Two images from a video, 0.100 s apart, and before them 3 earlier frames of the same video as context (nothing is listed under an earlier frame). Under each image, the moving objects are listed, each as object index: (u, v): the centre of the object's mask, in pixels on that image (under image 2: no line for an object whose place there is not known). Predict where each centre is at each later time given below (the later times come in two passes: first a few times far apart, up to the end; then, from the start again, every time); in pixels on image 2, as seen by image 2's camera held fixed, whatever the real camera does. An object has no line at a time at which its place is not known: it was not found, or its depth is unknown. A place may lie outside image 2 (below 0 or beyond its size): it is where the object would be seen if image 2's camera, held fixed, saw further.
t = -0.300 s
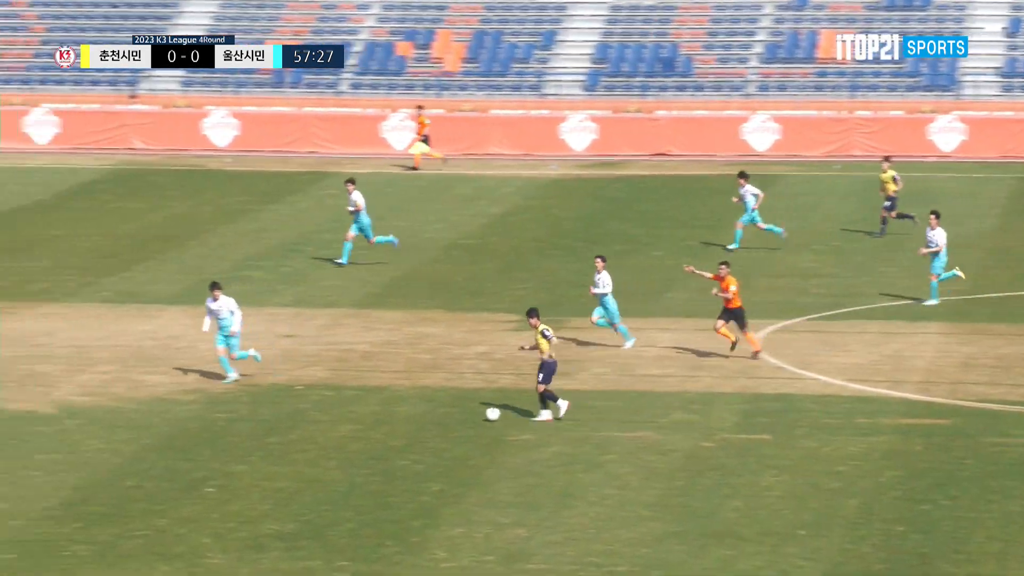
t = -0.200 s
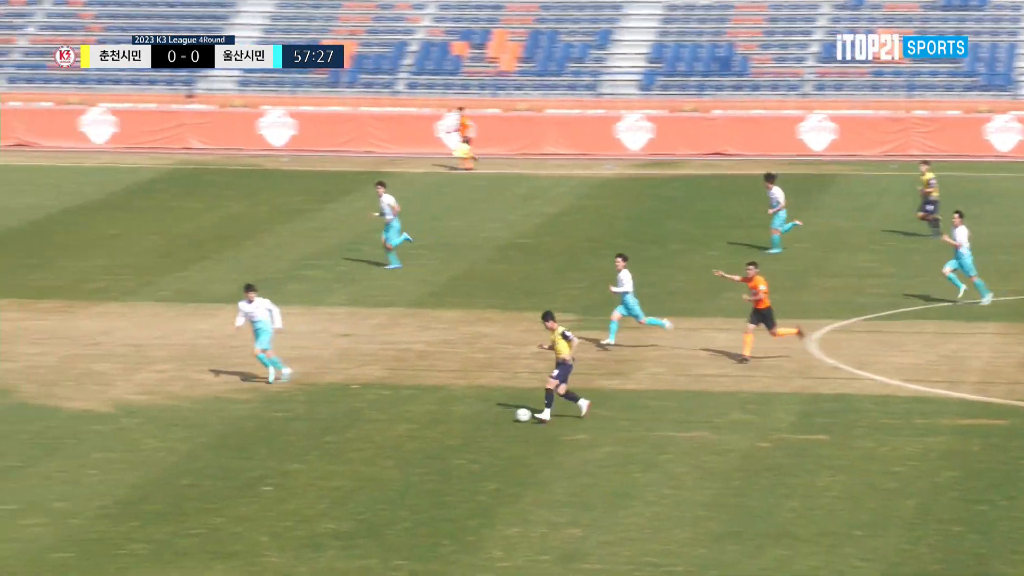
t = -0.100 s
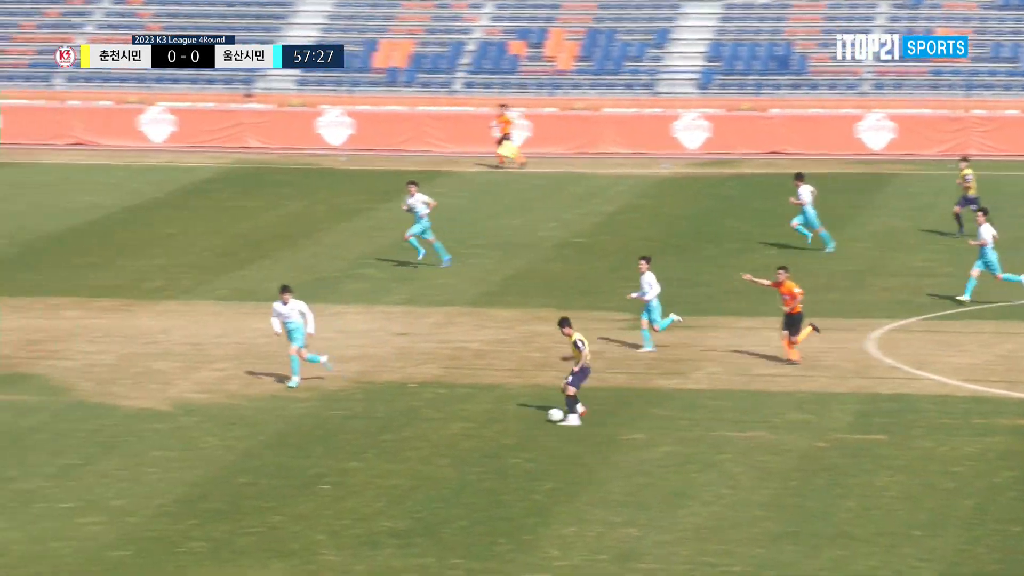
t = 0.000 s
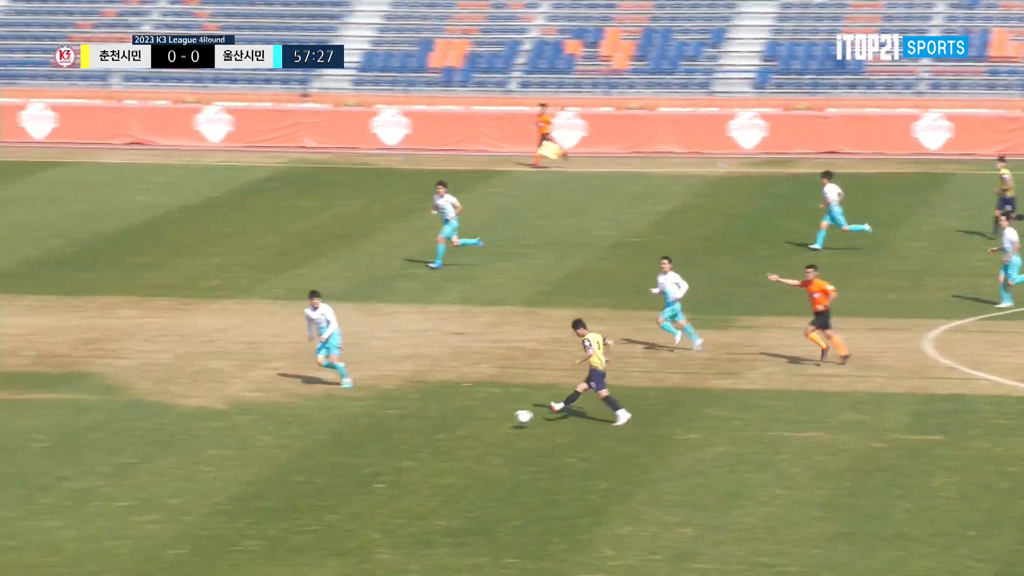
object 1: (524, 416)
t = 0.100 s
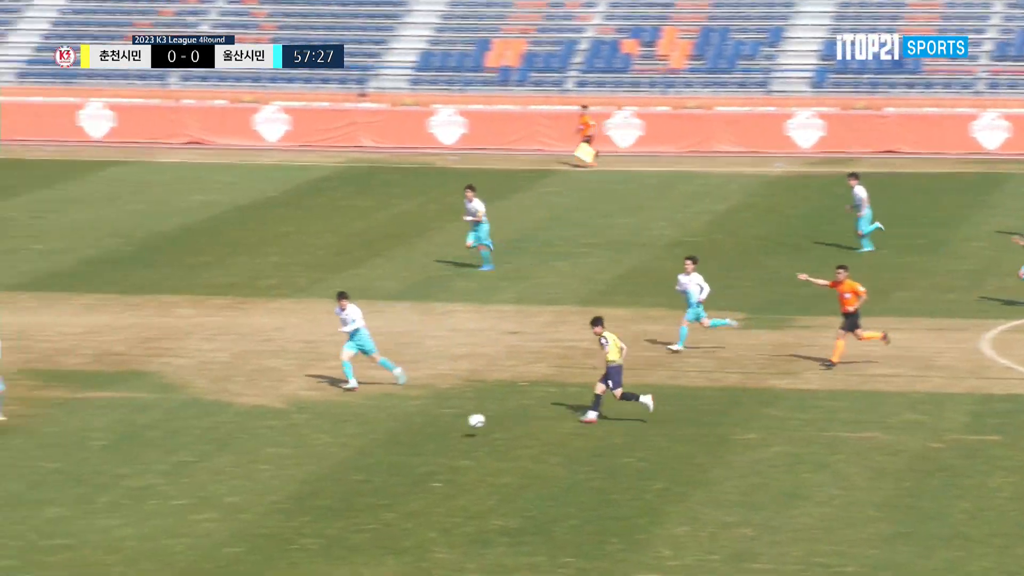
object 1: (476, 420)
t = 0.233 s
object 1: (339, 443)
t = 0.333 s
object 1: (237, 457)
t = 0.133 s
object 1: (442, 424)
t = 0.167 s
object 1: (408, 429)
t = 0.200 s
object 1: (374, 435)
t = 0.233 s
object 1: (339, 443)
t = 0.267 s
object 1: (304, 451)
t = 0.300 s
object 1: (269, 456)
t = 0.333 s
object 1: (237, 457)
